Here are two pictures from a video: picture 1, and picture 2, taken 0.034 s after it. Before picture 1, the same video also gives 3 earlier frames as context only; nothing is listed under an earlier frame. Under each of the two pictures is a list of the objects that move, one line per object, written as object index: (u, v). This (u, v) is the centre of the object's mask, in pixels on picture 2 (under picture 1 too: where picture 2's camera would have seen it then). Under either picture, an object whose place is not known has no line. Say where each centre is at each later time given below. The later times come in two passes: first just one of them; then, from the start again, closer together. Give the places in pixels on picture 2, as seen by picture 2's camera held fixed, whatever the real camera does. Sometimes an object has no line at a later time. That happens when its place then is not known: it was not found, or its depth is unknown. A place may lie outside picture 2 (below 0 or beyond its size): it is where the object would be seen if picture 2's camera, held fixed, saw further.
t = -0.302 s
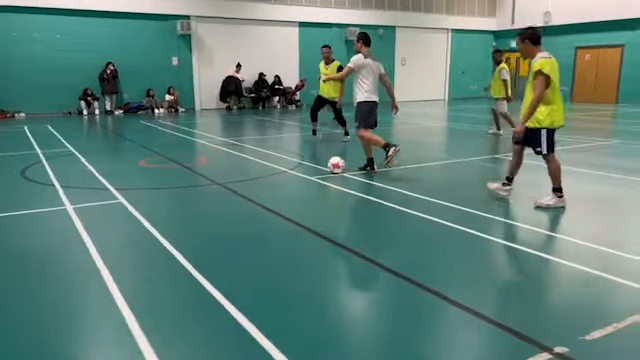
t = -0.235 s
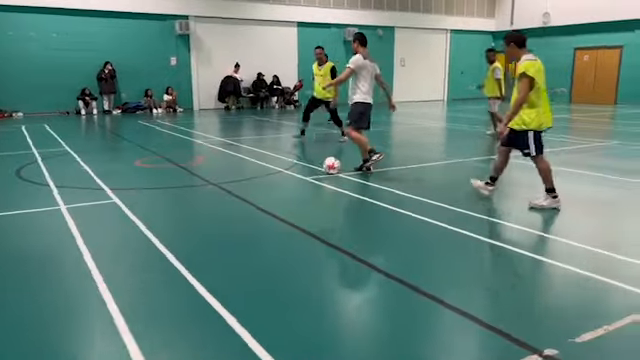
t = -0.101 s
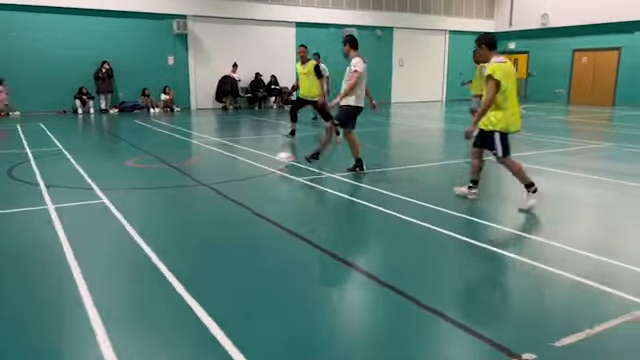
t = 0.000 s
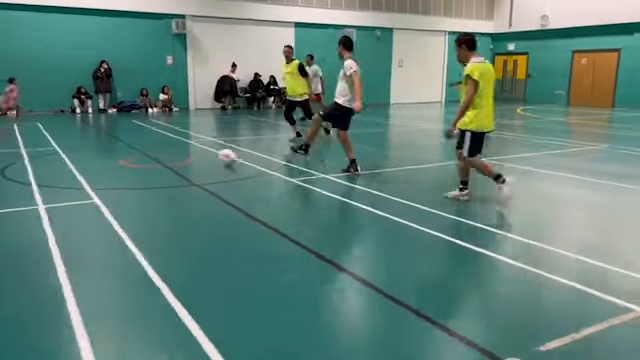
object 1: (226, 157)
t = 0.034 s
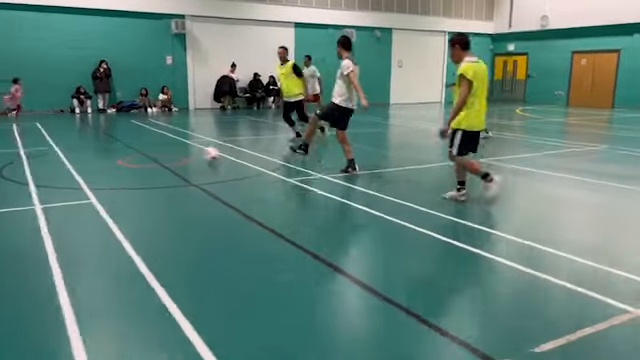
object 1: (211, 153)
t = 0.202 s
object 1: (145, 149)
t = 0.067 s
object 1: (196, 152)
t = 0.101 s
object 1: (181, 153)
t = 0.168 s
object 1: (157, 150)
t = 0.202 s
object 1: (145, 149)
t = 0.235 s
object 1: (134, 148)
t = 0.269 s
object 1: (123, 148)
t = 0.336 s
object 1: (105, 145)
